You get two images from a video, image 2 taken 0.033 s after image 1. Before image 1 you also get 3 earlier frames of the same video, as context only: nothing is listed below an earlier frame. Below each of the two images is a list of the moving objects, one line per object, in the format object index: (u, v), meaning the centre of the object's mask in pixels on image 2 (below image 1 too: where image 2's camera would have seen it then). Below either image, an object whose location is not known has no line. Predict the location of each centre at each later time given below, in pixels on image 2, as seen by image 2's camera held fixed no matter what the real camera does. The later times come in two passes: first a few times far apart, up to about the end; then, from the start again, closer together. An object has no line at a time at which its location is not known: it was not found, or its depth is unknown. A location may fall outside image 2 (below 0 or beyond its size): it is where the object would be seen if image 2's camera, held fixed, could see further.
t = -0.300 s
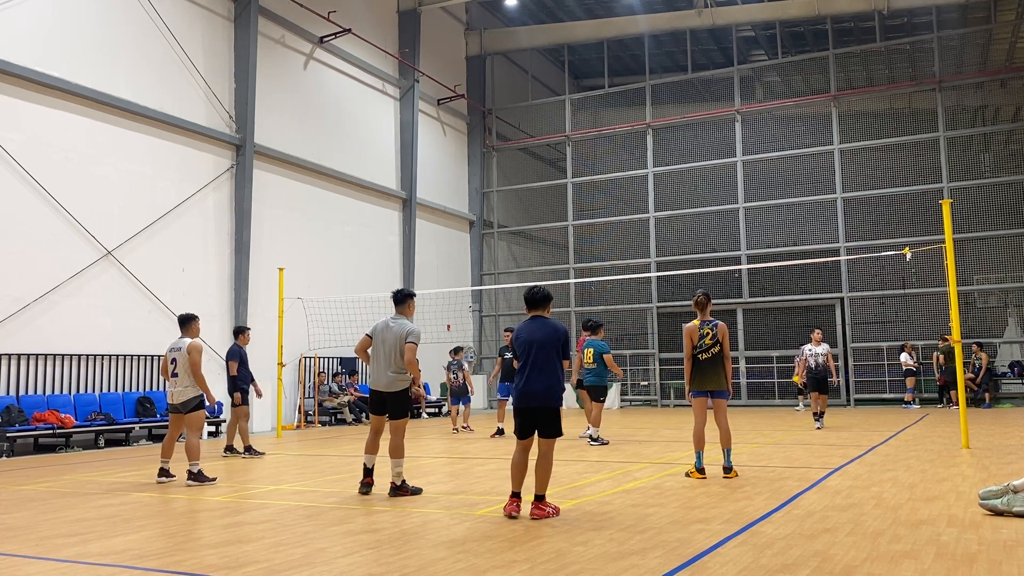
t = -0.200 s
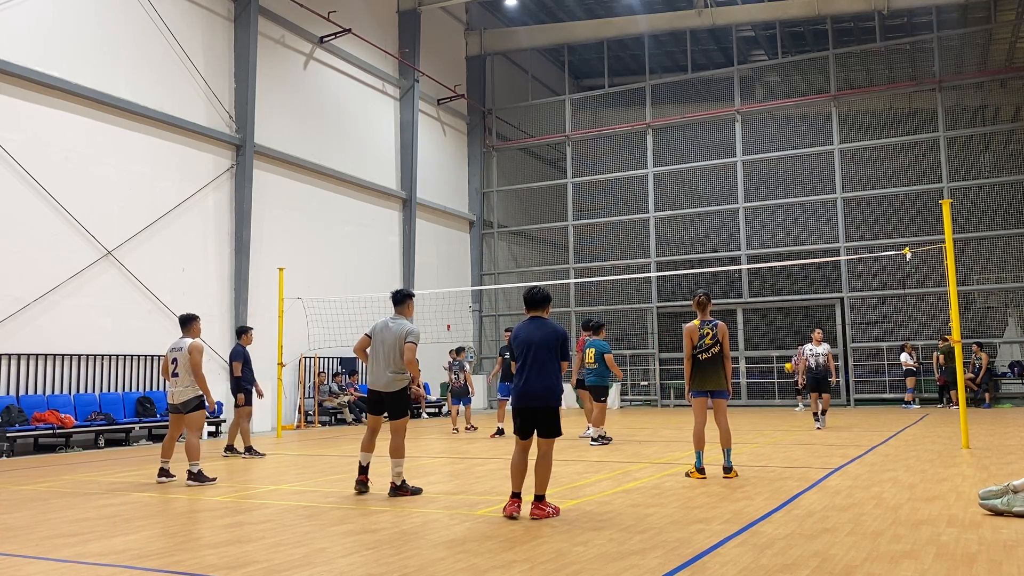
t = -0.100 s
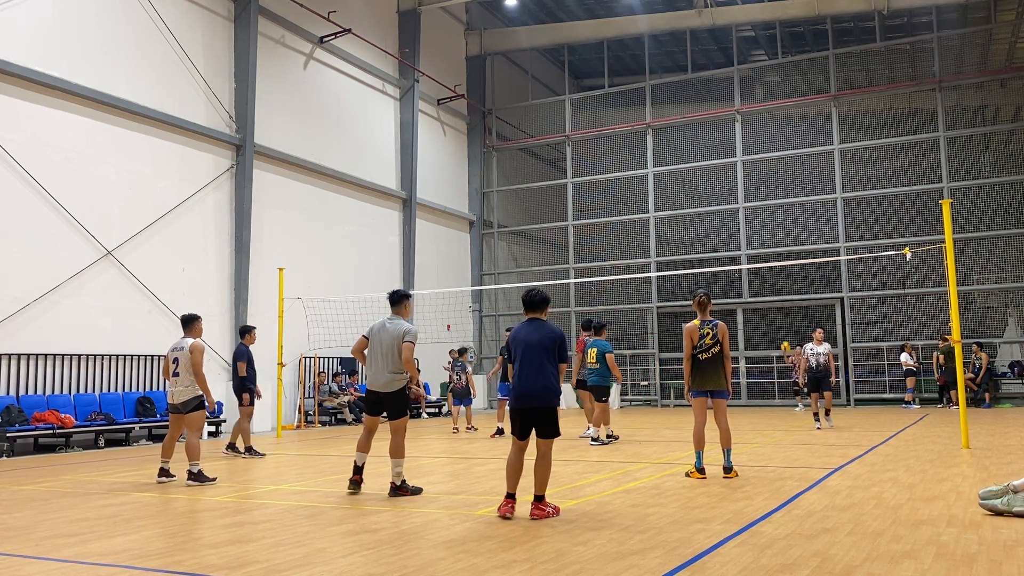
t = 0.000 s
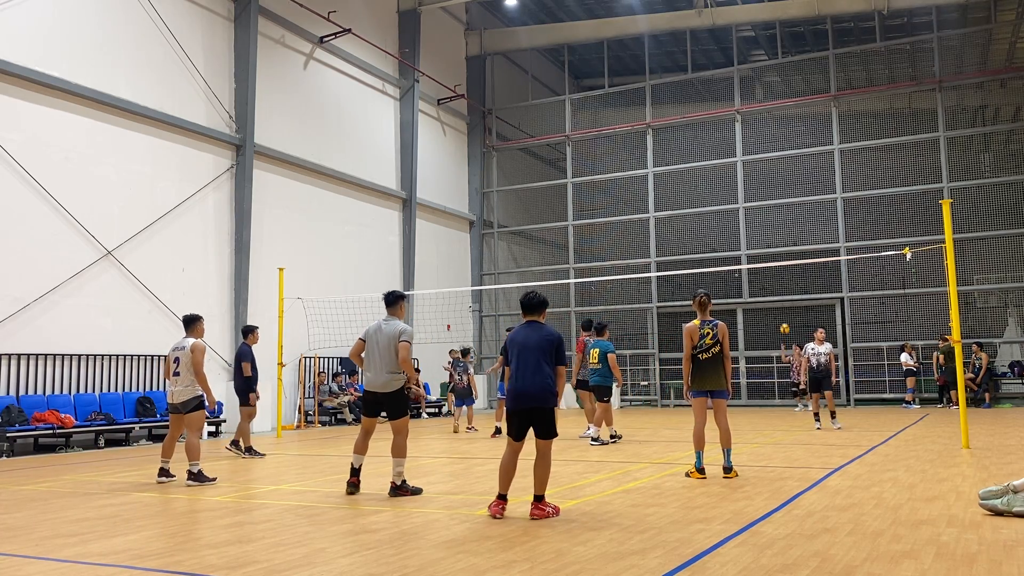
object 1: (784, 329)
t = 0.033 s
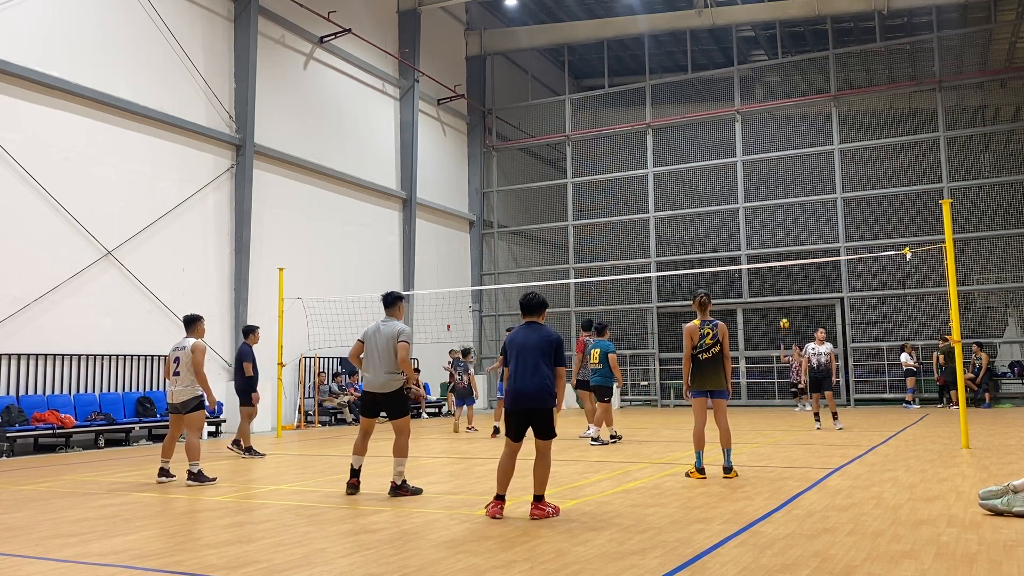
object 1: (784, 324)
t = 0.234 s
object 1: (784, 303)
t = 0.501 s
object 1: (784, 299)
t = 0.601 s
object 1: (785, 306)
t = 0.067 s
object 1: (784, 319)
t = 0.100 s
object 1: (784, 315)
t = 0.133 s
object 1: (784, 311)
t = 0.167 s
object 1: (784, 308)
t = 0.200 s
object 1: (784, 305)
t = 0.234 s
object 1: (784, 303)
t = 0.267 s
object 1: (784, 299)
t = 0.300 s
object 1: (784, 298)
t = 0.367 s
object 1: (784, 298)
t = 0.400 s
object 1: (784, 297)
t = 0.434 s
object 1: (784, 298)
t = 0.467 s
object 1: (784, 298)
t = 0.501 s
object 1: (784, 299)
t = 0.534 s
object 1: (784, 301)
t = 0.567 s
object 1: (785, 303)
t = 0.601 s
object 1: (785, 306)
